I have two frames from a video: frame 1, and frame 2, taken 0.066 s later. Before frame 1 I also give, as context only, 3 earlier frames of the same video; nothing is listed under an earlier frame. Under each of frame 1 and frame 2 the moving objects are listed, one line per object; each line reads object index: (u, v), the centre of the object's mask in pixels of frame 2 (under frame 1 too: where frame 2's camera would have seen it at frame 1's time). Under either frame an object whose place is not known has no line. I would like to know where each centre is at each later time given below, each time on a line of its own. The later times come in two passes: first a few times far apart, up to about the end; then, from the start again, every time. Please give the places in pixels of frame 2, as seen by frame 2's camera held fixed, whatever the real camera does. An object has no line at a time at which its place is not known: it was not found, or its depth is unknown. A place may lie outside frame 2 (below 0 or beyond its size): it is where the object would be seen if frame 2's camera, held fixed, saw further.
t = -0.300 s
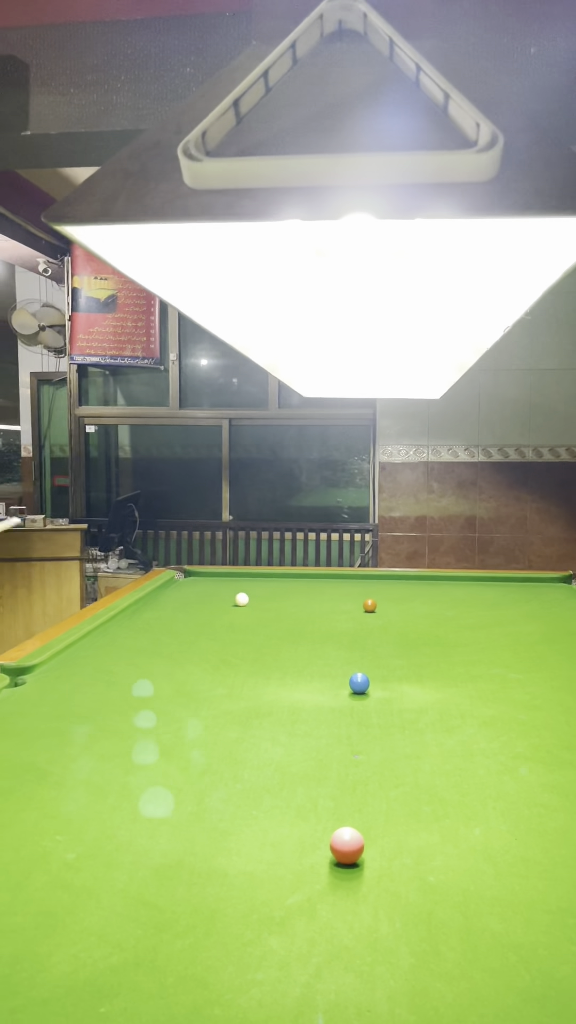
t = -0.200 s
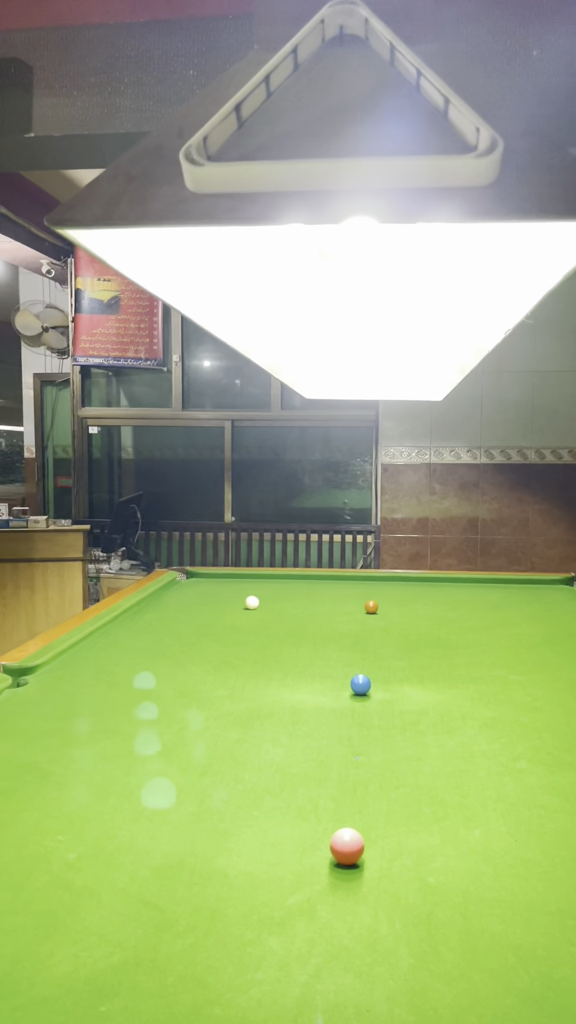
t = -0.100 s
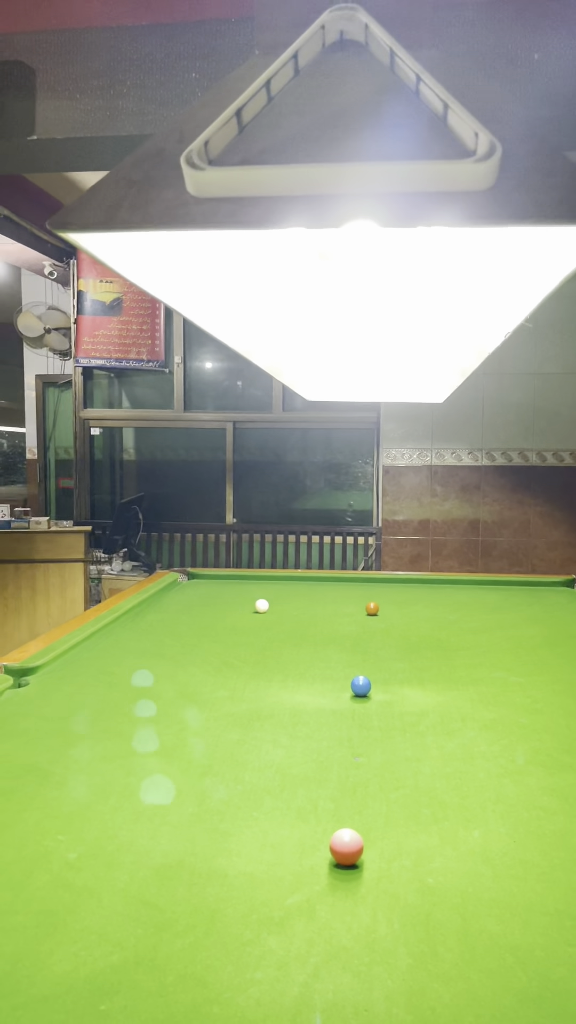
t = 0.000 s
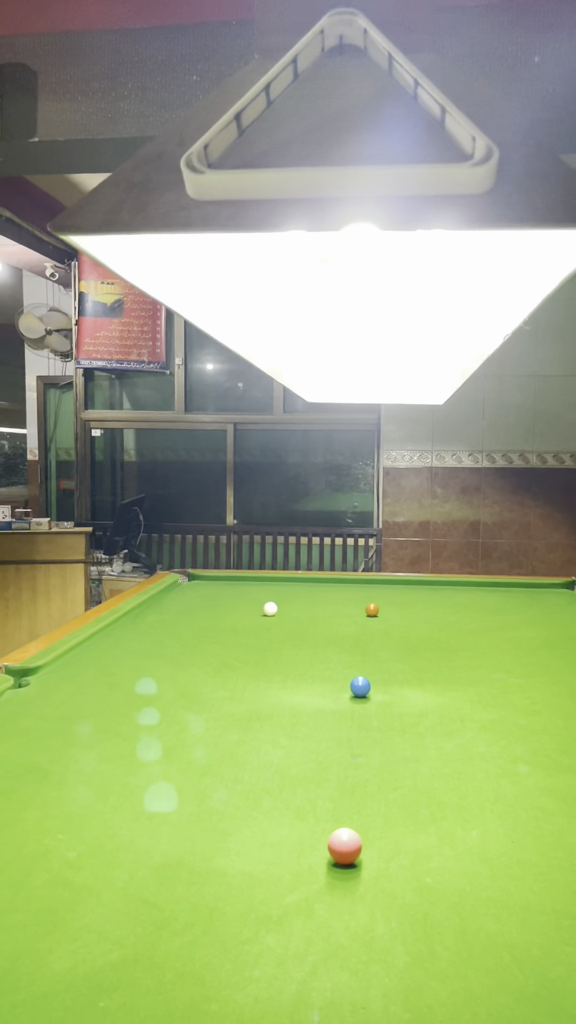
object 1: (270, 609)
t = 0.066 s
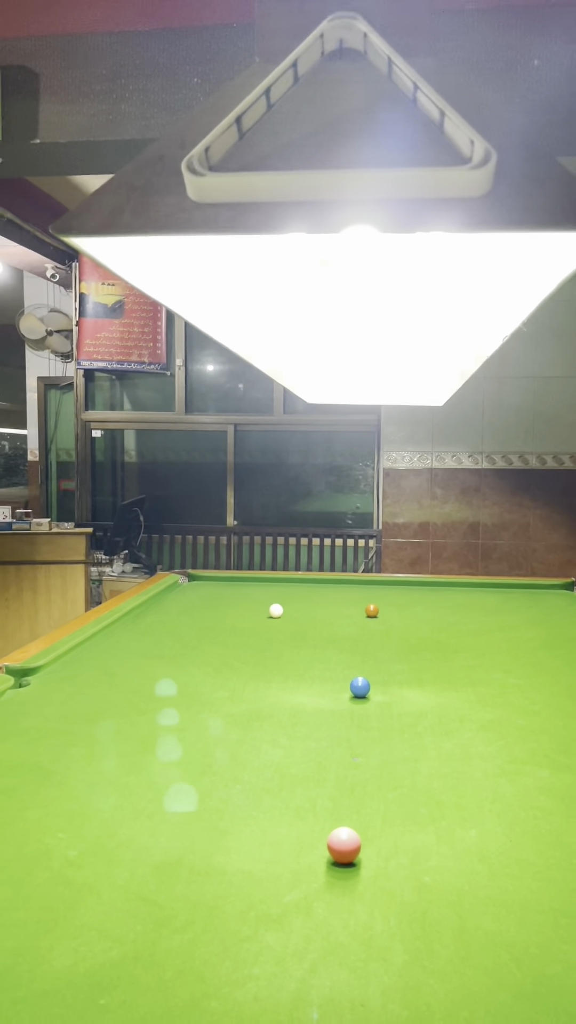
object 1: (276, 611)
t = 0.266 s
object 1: (293, 615)
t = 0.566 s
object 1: (318, 620)
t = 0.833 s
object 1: (340, 625)
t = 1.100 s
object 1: (361, 630)
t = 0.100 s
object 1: (279, 612)
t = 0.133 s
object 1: (281, 612)
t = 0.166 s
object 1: (284, 613)
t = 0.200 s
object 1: (287, 613)
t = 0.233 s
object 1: (290, 614)
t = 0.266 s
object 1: (293, 615)
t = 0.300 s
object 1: (296, 615)
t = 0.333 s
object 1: (298, 616)
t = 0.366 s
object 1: (301, 617)
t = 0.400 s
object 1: (304, 617)
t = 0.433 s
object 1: (307, 618)
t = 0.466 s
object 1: (310, 619)
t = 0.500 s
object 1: (312, 619)
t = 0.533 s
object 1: (315, 620)
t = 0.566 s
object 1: (318, 620)
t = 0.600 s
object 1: (321, 621)
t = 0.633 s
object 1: (324, 622)
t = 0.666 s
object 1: (326, 622)
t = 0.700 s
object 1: (329, 623)
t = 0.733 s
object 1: (332, 623)
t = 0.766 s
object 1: (335, 624)
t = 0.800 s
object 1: (337, 625)
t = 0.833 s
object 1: (340, 625)
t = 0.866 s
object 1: (343, 626)
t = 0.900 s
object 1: (346, 627)
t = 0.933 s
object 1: (348, 627)
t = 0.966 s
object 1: (351, 628)
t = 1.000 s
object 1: (354, 629)
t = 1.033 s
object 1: (356, 629)
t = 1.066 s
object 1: (359, 630)
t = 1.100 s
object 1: (361, 630)
